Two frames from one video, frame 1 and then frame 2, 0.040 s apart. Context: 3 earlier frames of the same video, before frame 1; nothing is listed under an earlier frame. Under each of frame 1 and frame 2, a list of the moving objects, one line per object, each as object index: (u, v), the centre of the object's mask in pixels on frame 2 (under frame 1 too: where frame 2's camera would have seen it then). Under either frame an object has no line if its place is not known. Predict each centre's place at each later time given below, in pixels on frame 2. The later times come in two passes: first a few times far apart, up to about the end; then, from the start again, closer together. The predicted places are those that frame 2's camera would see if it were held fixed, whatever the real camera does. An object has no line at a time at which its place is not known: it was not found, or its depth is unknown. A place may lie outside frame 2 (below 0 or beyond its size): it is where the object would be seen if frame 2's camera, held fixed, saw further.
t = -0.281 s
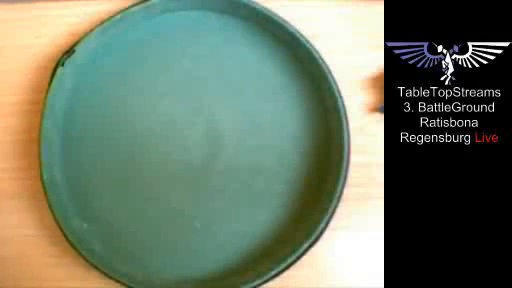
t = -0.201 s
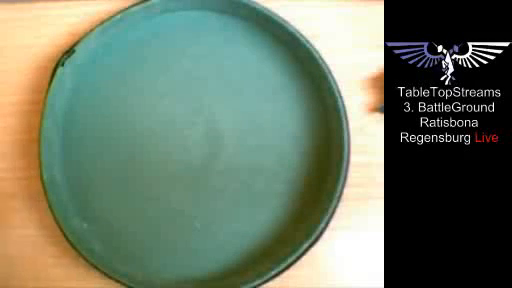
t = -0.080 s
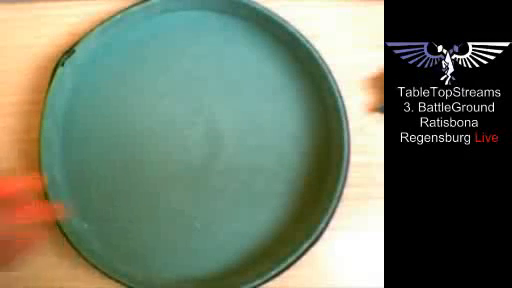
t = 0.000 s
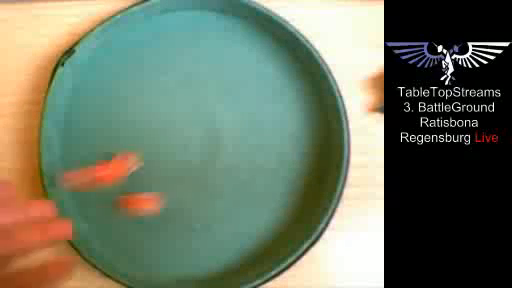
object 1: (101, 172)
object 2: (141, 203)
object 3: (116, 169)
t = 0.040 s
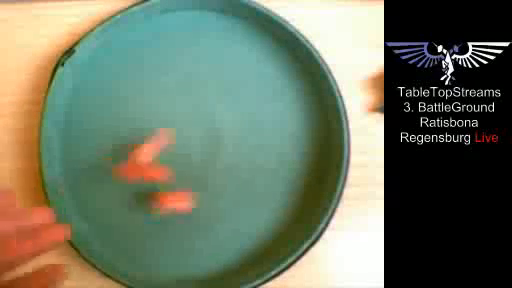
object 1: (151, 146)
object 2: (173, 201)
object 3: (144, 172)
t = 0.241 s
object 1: (254, 83)
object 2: (311, 171)
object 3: (294, 217)
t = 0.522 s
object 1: (200, 160)
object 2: (253, 155)
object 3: (270, 181)
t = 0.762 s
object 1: (199, 159)
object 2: (253, 155)
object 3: (271, 181)
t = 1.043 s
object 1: (198, 159)
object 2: (253, 155)
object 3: (271, 181)
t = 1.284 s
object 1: (198, 159)
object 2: (253, 155)
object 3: (271, 181)
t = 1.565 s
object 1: (199, 160)
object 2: (252, 155)
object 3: (271, 181)
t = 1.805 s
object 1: (198, 159)
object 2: (252, 155)
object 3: (271, 181)
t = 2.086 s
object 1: (198, 159)
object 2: (252, 155)
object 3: (271, 181)
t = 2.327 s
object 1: (198, 159)
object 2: (252, 155)
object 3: (271, 181)
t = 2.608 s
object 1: (198, 160)
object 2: (252, 155)
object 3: (270, 181)
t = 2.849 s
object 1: (198, 160)
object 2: (252, 155)
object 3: (270, 181)
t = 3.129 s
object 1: (198, 159)
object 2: (253, 155)
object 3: (270, 181)
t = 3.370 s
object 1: (198, 160)
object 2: (253, 155)
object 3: (271, 181)
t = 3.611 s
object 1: (198, 160)
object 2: (253, 155)
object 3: (271, 181)
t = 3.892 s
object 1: (198, 159)
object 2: (252, 155)
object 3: (270, 181)
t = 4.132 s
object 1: (198, 159)
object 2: (252, 155)
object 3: (270, 181)
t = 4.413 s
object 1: (198, 159)
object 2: (252, 155)
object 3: (270, 181)
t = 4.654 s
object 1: (198, 159)
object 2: (252, 155)
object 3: (270, 181)
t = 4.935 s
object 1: (198, 160)
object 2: (253, 155)
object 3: (270, 181)
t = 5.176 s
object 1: (198, 160)
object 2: (253, 155)
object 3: (270, 181)
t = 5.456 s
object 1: (198, 160)
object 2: (253, 155)
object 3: (270, 181)
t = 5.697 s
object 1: (198, 160)
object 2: (253, 155)
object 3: (270, 181)
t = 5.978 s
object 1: (198, 160)
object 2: (253, 155)
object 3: (270, 181)
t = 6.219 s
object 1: (198, 160)
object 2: (253, 155)
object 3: (270, 181)
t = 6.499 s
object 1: (198, 160)
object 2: (253, 155)
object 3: (270, 181)
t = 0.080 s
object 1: (188, 119)
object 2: (211, 197)
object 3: (180, 178)
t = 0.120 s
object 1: (226, 91)
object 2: (244, 193)
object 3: (212, 190)
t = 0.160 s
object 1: (262, 61)
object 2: (277, 185)
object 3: (249, 204)
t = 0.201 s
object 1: (275, 55)
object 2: (306, 178)
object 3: (277, 216)
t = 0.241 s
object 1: (254, 83)
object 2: (311, 171)
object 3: (294, 217)
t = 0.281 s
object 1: (241, 106)
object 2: (297, 163)
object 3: (291, 205)
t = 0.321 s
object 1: (230, 124)
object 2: (285, 156)
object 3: (288, 193)
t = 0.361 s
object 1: (221, 140)
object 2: (274, 150)
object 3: (282, 183)
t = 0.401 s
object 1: (216, 151)
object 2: (264, 147)
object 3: (276, 180)
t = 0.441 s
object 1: (211, 157)
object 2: (260, 148)
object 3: (272, 180)
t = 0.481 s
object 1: (204, 160)
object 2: (257, 154)
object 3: (270, 181)
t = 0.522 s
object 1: (200, 160)
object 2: (253, 155)
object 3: (270, 181)
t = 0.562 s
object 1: (199, 159)
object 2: (253, 155)
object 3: (270, 181)
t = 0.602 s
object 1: (199, 159)
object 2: (253, 155)
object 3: (270, 181)
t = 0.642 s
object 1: (198, 159)
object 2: (253, 155)
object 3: (270, 181)
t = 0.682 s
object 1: (198, 159)
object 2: (253, 155)
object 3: (270, 181)
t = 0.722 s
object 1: (198, 159)
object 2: (253, 155)
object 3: (270, 181)
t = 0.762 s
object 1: (199, 159)
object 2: (253, 155)
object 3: (271, 181)
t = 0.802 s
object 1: (198, 160)
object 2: (253, 155)
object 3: (270, 181)
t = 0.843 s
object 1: (198, 160)
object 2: (253, 155)
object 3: (271, 181)
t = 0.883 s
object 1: (198, 160)
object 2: (253, 155)
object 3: (270, 181)
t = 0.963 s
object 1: (198, 160)
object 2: (253, 155)
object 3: (271, 181)
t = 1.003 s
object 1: (198, 159)
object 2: (253, 155)
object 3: (271, 181)
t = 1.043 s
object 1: (198, 159)
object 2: (253, 155)
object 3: (271, 181)
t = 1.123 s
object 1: (198, 159)
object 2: (253, 155)
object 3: (271, 181)
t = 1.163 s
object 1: (198, 160)
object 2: (252, 155)
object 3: (271, 181)
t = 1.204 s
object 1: (198, 160)
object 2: (253, 155)
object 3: (271, 181)
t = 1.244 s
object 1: (198, 159)
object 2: (252, 155)
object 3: (271, 181)
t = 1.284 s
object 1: (198, 159)
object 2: (253, 155)
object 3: (271, 181)
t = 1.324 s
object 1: (198, 160)
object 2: (252, 155)
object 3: (271, 181)
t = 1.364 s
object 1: (198, 159)
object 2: (252, 155)
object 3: (271, 181)
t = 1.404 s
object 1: (199, 159)
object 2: (253, 155)
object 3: (271, 181)
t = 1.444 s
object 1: (199, 160)
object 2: (253, 155)
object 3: (271, 181)
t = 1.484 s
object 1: (199, 160)
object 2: (253, 155)
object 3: (271, 181)
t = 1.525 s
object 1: (199, 160)
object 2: (252, 155)
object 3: (271, 181)
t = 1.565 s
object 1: (199, 160)
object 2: (252, 155)
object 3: (271, 181)
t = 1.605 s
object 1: (198, 160)
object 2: (252, 155)
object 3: (271, 181)
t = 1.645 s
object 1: (199, 160)
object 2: (252, 155)
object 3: (271, 181)
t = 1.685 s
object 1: (198, 160)
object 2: (252, 155)
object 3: (271, 181)
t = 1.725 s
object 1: (198, 159)
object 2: (252, 155)
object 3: (271, 181)
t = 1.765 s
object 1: (198, 159)
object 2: (252, 155)
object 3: (271, 181)
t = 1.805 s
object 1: (198, 159)
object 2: (252, 155)
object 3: (271, 181)
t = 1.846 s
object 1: (198, 160)
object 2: (252, 155)
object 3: (271, 181)
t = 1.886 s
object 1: (198, 159)
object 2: (252, 155)
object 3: (271, 181)
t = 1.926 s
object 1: (199, 159)
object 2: (252, 155)
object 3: (271, 181)
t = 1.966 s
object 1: (198, 159)
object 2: (252, 155)
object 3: (271, 181)
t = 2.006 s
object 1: (198, 159)
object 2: (252, 155)
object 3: (271, 181)
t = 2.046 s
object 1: (198, 159)
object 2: (252, 155)
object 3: (271, 181)
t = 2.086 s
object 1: (198, 159)
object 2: (252, 155)
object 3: (271, 181)
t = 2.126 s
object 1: (198, 159)
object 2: (252, 155)
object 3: (271, 181)
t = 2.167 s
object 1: (198, 159)
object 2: (252, 155)
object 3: (271, 181)
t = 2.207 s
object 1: (198, 159)
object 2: (252, 155)
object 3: (271, 181)
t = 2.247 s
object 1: (198, 159)
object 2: (252, 155)
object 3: (271, 181)
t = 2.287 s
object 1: (198, 160)
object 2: (252, 155)
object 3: (271, 181)
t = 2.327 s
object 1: (198, 159)
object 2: (252, 155)
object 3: (271, 181)
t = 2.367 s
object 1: (198, 159)
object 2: (252, 155)
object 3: (271, 181)
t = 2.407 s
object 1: (198, 160)
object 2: (252, 155)
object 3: (270, 181)
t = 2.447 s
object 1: (198, 160)
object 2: (252, 155)
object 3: (270, 181)
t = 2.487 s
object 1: (198, 159)
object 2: (252, 155)
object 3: (271, 181)
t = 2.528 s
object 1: (198, 160)
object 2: (252, 155)
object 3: (271, 181)
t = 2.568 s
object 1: (198, 160)
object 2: (252, 155)
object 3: (270, 181)
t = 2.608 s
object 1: (198, 160)
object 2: (252, 155)
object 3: (270, 181)
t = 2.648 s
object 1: (198, 160)
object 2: (252, 155)
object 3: (270, 181)
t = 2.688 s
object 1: (198, 160)
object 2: (252, 155)
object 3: (270, 181)
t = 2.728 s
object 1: (198, 160)
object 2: (252, 155)
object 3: (270, 181)
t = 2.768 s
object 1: (198, 159)
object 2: (252, 155)
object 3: (270, 181)
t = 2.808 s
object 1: (198, 160)
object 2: (252, 155)
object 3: (270, 181)
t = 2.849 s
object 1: (198, 160)
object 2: (252, 155)
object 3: (270, 181)
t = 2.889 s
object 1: (198, 160)
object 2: (252, 155)
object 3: (270, 181)
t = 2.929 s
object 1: (198, 160)
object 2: (252, 155)
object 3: (271, 181)
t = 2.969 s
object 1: (198, 160)
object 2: (252, 155)
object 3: (270, 181)
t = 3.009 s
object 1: (198, 160)
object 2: (252, 155)
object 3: (270, 181)
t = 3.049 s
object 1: (198, 159)
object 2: (253, 155)
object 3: (270, 181)
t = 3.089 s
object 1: (198, 159)
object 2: (253, 155)
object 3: (270, 181)
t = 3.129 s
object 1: (198, 159)
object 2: (253, 155)
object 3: (270, 181)
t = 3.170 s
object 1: (198, 159)
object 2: (253, 155)
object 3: (270, 181)
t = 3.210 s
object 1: (198, 160)
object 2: (253, 155)
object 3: (270, 181)
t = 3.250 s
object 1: (198, 160)
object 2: (253, 155)
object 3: (270, 181)
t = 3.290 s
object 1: (198, 159)
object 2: (253, 155)
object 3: (270, 181)
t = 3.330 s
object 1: (198, 160)
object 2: (252, 155)
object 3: (271, 181)
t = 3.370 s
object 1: (198, 160)
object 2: (253, 155)
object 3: (271, 181)
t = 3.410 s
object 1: (198, 160)
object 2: (252, 155)
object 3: (271, 181)
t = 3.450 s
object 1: (198, 160)
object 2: (253, 155)
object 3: (271, 181)
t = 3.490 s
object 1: (198, 160)
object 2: (253, 155)
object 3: (271, 181)
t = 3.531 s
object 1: (198, 160)
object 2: (253, 155)
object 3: (271, 181)
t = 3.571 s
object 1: (198, 160)
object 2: (253, 155)
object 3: (271, 181)
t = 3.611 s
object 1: (198, 160)
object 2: (253, 155)
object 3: (271, 181)
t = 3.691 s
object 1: (198, 160)
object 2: (253, 155)
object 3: (271, 181)
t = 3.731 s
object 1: (198, 160)
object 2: (253, 155)
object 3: (271, 181)
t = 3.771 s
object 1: (198, 160)
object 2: (253, 155)
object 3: (271, 181)
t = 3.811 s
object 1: (198, 159)
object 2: (253, 155)
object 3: (270, 181)
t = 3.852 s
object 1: (198, 159)
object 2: (253, 155)
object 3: (270, 181)
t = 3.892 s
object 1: (198, 159)
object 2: (252, 155)
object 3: (270, 181)
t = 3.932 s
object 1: (198, 160)
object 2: (252, 155)
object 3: (270, 181)
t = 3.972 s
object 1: (198, 159)
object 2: (253, 155)
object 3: (270, 181)
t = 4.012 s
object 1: (198, 159)
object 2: (253, 155)
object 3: (270, 181)
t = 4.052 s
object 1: (198, 159)
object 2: (252, 155)
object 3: (270, 181)
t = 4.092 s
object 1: (198, 159)
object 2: (252, 155)
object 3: (270, 181)
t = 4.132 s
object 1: (198, 159)
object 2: (252, 155)
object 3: (270, 181)
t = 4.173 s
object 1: (198, 159)
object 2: (252, 155)
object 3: (270, 181)
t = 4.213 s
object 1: (198, 159)
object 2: (252, 155)
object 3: (270, 181)
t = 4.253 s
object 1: (198, 160)
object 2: (252, 155)
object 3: (270, 181)
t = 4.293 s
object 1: (198, 159)
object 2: (252, 155)
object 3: (270, 181)
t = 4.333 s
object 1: (198, 159)
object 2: (252, 155)
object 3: (270, 181)
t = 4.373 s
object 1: (198, 159)
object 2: (252, 155)
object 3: (270, 181)
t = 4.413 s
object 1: (198, 159)
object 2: (252, 155)
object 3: (270, 181)
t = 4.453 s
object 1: (198, 159)
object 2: (253, 155)
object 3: (270, 181)
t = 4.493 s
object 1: (198, 160)
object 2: (253, 155)
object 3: (270, 181)
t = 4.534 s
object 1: (198, 159)
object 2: (252, 155)
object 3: (270, 181)
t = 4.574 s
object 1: (198, 159)
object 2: (252, 155)
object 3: (270, 181)
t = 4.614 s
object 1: (198, 159)
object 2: (253, 155)
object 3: (270, 181)
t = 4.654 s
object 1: (198, 159)
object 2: (252, 155)
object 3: (270, 181)
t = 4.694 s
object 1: (198, 160)
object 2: (252, 155)
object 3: (270, 181)
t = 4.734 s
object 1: (198, 160)
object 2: (253, 155)
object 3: (270, 181)
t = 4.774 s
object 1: (198, 160)
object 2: (253, 155)
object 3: (270, 181)
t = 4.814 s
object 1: (198, 160)
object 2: (253, 155)
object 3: (270, 181)
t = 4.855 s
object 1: (198, 160)
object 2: (253, 155)
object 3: (270, 181)
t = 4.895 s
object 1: (198, 160)
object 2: (253, 155)
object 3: (270, 181)
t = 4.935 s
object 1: (198, 160)
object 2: (253, 155)
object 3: (270, 181)
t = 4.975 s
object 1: (198, 160)
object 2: (253, 155)
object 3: (270, 181)
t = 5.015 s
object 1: (198, 160)
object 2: (253, 155)
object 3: (270, 181)
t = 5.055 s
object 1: (198, 160)
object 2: (253, 155)
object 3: (270, 181)
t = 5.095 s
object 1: (198, 160)
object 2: (253, 155)
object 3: (270, 181)
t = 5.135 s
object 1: (198, 160)
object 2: (253, 155)
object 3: (270, 181)
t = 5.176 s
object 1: (198, 160)
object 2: (253, 155)
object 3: (270, 181)
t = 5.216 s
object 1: (198, 160)
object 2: (253, 155)
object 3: (270, 181)
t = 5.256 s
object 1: (198, 160)
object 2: (253, 155)
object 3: (270, 181)
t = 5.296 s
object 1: (198, 160)
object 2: (253, 155)
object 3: (270, 181)
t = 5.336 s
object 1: (198, 160)
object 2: (253, 155)
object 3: (270, 181)
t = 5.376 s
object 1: (198, 160)
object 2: (253, 155)
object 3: (270, 181)
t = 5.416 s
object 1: (198, 160)
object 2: (253, 155)
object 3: (270, 181)
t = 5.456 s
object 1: (198, 160)
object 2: (253, 155)
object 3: (270, 181)
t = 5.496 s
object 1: (198, 160)
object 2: (253, 155)
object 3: (270, 181)
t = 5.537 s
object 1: (198, 160)
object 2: (253, 155)
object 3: (270, 181)
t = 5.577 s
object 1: (198, 160)
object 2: (253, 155)
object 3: (270, 181)
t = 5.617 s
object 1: (198, 160)
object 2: (253, 155)
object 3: (270, 181)
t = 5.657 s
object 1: (198, 160)
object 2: (253, 155)
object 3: (270, 181)
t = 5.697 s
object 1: (198, 160)
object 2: (253, 155)
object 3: (270, 181)
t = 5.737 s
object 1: (198, 160)
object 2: (252, 155)
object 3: (270, 181)
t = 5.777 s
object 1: (198, 160)
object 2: (253, 155)
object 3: (270, 181)
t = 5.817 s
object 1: (198, 160)
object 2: (253, 155)
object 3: (270, 181)
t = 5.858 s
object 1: (198, 160)
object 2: (252, 155)
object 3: (270, 181)
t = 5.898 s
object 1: (198, 160)
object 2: (253, 155)
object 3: (270, 181)
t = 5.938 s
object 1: (198, 160)
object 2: (253, 155)
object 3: (270, 181)
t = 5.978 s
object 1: (198, 160)
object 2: (253, 155)
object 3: (270, 181)
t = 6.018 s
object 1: (198, 160)
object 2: (252, 155)
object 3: (270, 181)
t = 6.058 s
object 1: (198, 160)
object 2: (253, 155)
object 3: (270, 181)
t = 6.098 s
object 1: (198, 160)
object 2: (253, 155)
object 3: (270, 181)
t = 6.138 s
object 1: (198, 160)
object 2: (253, 155)
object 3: (270, 181)
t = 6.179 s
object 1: (198, 160)
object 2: (253, 155)
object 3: (270, 181)
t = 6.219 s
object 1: (198, 160)
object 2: (253, 155)
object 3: (270, 181)
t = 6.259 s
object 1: (198, 160)
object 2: (253, 155)
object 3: (270, 181)
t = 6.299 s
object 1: (198, 160)
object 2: (253, 155)
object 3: (270, 181)
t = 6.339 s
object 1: (198, 160)
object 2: (253, 155)
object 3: (270, 181)
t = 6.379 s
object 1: (198, 160)
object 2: (253, 155)
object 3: (270, 181)
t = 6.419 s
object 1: (198, 160)
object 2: (253, 155)
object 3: (270, 181)
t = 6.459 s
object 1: (198, 160)
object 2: (253, 155)
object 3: (270, 181)
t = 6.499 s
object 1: (198, 160)
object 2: (253, 155)
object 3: (270, 181)
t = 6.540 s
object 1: (198, 160)
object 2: (253, 155)
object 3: (270, 181)
